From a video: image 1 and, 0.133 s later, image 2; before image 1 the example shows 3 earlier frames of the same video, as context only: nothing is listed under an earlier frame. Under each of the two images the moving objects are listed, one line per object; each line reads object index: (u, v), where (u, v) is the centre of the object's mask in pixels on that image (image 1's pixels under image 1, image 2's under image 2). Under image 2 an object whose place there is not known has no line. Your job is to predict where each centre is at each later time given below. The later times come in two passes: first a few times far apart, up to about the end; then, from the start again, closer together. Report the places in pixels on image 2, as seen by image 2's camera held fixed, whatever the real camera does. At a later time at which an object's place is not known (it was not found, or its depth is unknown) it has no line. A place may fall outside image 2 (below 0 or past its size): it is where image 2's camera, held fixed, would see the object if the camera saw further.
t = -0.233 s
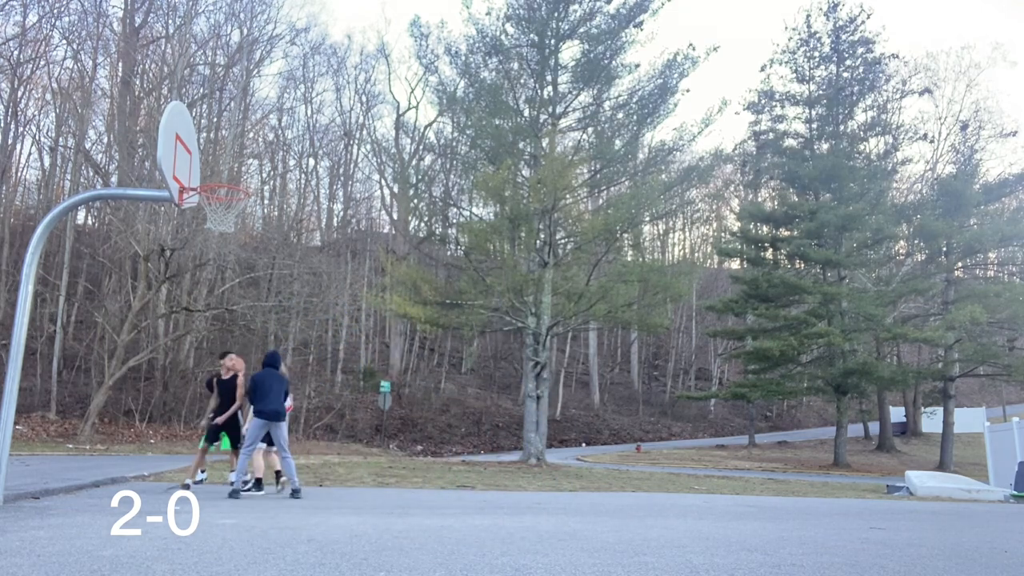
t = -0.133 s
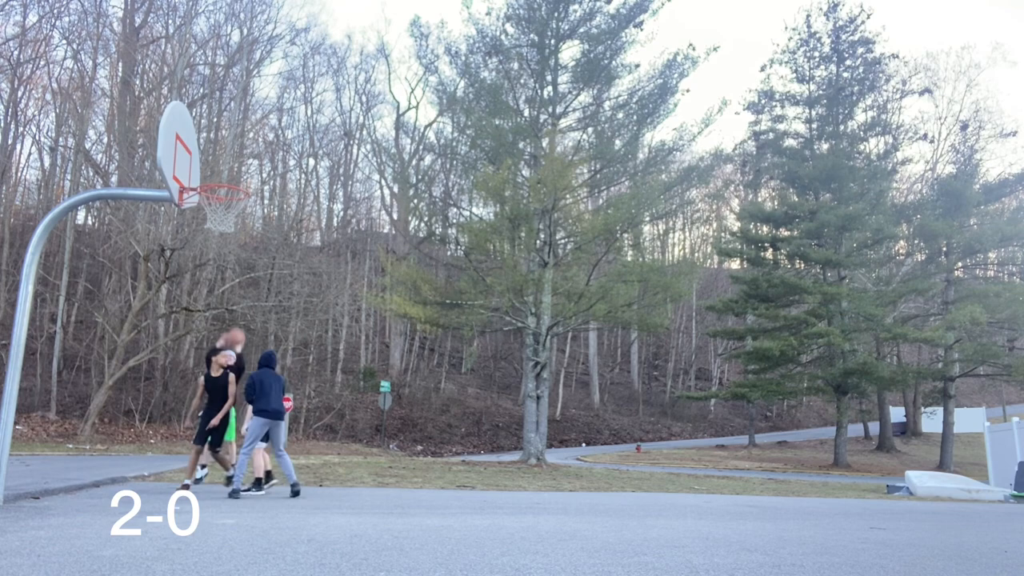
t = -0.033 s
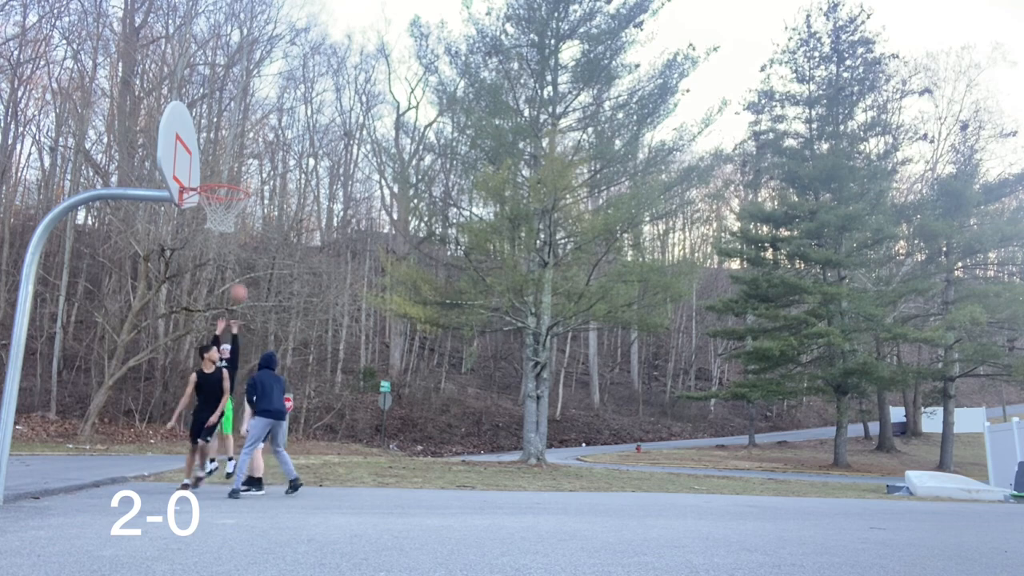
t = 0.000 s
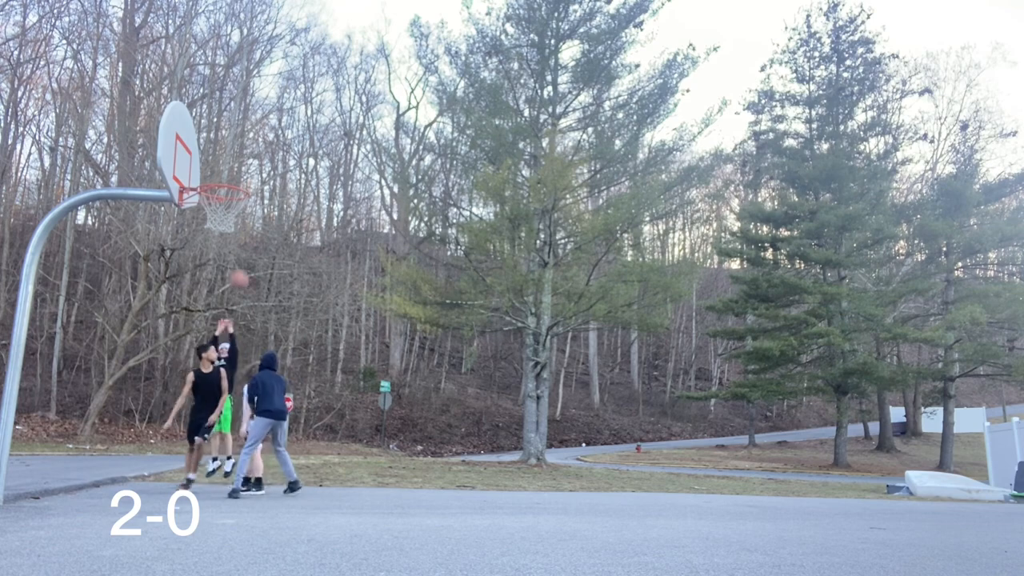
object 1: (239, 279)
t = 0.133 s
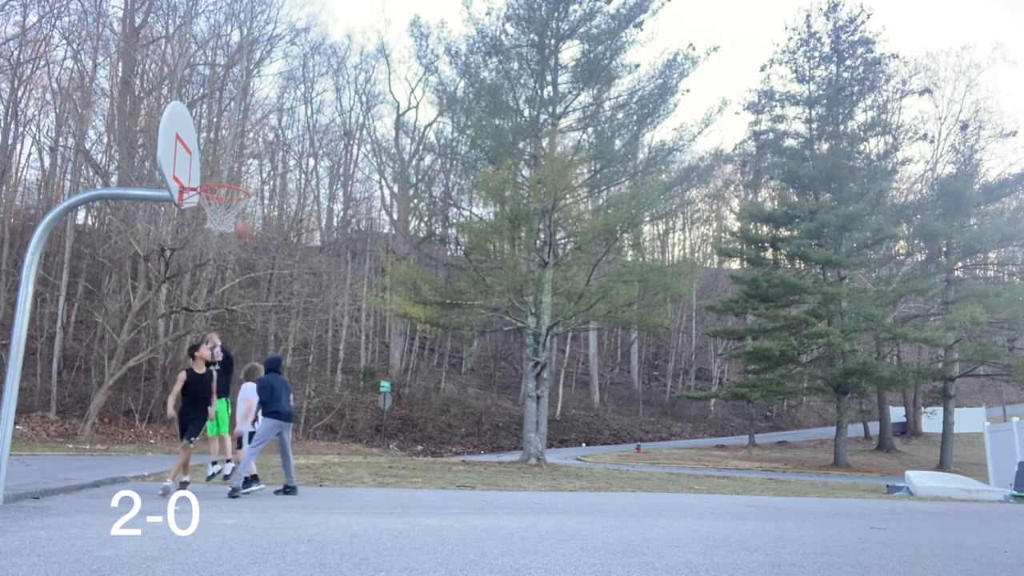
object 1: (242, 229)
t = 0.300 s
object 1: (242, 180)
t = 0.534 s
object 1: (243, 139)
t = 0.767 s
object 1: (240, 138)
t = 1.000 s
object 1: (233, 175)
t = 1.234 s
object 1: (236, 204)
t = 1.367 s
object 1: (235, 254)
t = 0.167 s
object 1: (242, 220)
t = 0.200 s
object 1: (246, 211)
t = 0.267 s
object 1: (244, 185)
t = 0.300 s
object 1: (242, 180)
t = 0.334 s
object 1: (242, 173)
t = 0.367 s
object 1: (243, 165)
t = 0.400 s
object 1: (244, 158)
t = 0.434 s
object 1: (243, 152)
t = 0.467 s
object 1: (243, 147)
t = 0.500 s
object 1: (243, 143)
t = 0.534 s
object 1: (243, 139)
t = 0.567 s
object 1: (243, 137)
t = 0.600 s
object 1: (242, 135)
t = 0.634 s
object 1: (241, 134)
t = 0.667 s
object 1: (241, 134)
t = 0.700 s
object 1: (241, 135)
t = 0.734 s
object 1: (241, 136)
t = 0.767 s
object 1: (240, 138)
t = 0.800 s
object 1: (239, 142)
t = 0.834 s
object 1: (238, 147)
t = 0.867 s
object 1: (237, 154)
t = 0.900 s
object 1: (235, 161)
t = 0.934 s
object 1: (233, 169)
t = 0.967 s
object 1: (233, 175)
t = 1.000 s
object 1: (233, 175)
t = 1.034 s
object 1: (234, 175)
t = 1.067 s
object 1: (234, 177)
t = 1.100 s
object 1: (235, 180)
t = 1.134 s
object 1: (236, 184)
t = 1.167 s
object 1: (236, 189)
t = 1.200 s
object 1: (235, 197)
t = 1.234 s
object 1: (236, 204)
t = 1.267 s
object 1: (236, 216)
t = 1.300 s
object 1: (236, 227)
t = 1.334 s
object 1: (236, 241)
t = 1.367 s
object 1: (235, 254)
